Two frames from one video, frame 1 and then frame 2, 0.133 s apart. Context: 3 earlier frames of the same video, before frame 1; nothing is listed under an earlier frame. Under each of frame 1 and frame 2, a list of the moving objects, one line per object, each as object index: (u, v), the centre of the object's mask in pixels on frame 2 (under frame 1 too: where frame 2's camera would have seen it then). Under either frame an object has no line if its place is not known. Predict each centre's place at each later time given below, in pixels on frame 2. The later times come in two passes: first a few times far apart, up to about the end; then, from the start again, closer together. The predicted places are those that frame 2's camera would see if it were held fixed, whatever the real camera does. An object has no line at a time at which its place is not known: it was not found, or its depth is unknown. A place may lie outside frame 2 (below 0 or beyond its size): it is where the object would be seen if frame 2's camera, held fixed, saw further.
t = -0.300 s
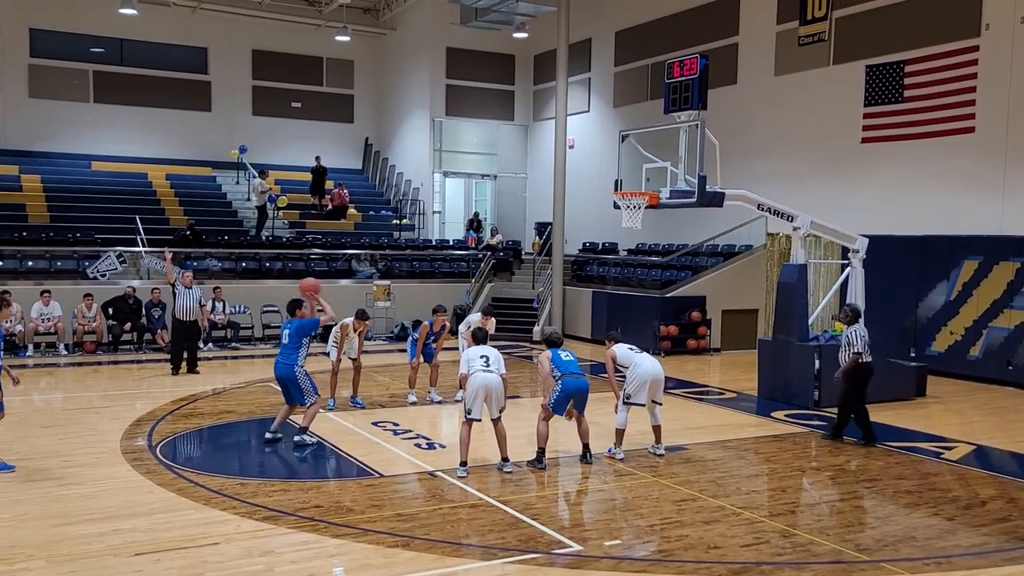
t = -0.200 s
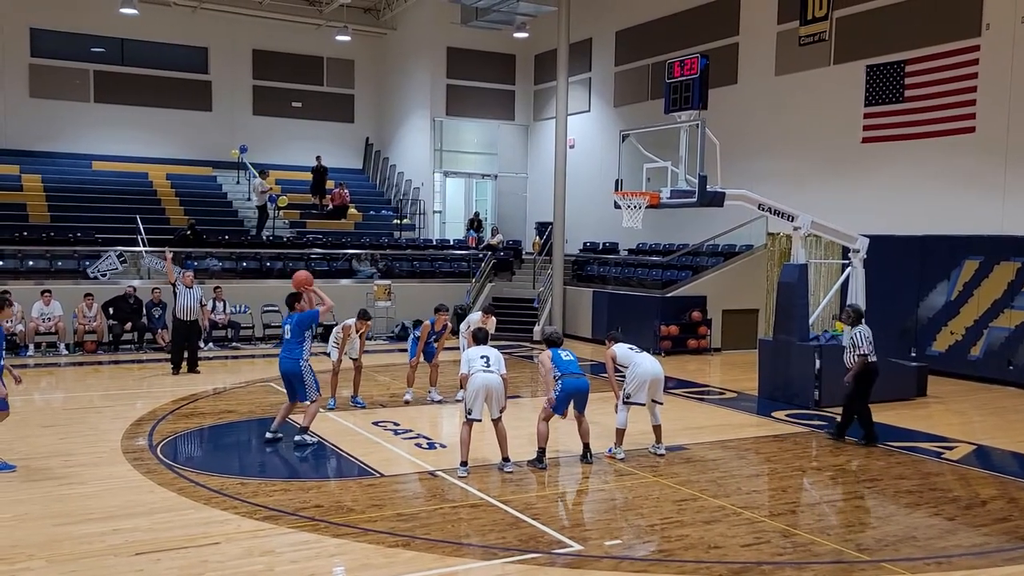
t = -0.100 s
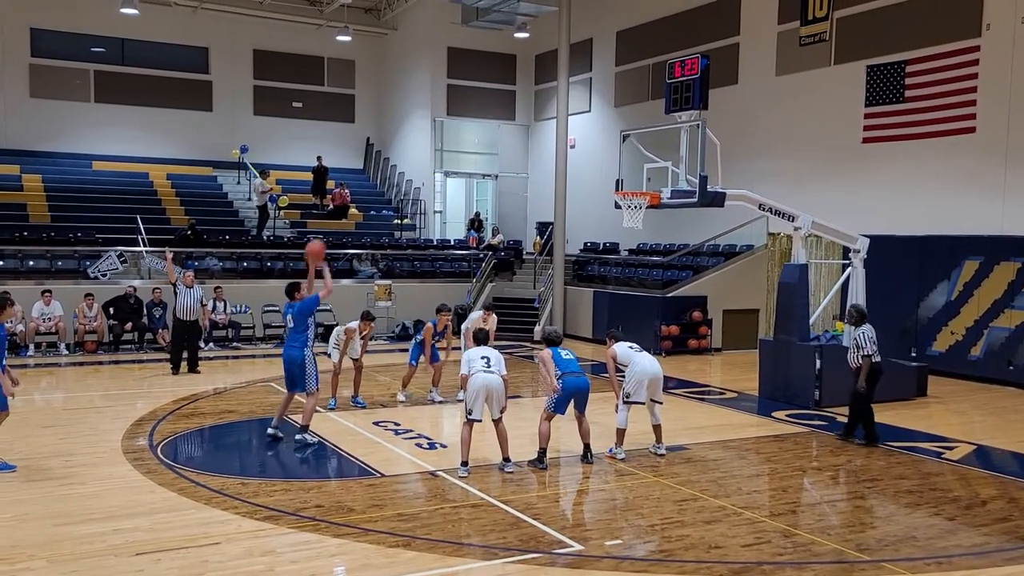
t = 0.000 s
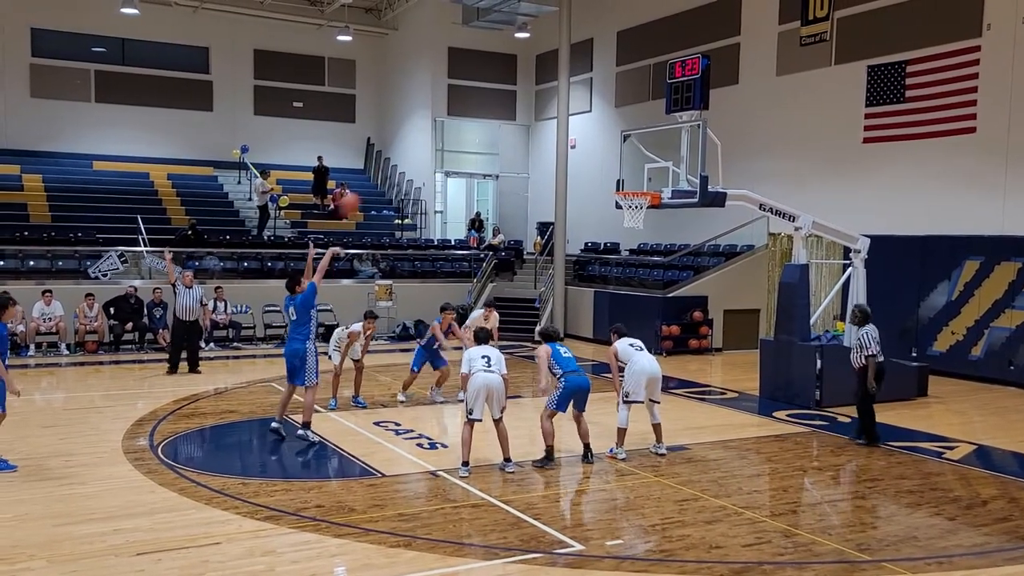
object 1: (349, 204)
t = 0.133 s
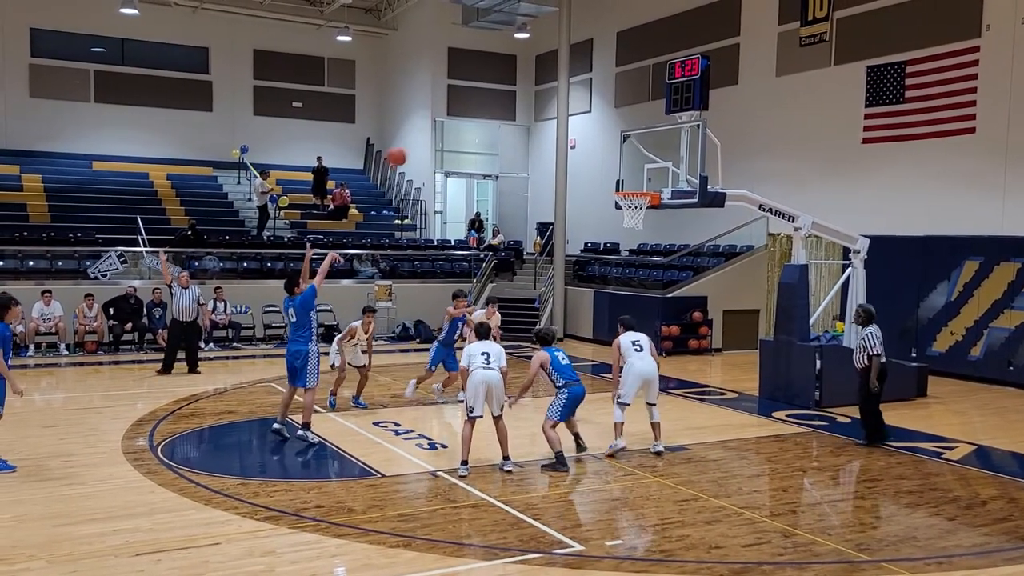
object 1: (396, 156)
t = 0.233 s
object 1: (431, 130)
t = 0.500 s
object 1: (513, 105)
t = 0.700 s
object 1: (568, 123)
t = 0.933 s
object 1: (628, 179)
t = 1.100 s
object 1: (627, 231)
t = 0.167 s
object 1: (408, 146)
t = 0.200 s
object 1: (419, 138)
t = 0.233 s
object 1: (431, 130)
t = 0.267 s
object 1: (441, 124)
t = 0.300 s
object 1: (452, 117)
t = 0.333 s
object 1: (463, 113)
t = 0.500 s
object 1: (513, 105)
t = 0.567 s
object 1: (532, 108)
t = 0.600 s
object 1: (541, 110)
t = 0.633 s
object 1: (551, 114)
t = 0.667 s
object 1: (560, 117)
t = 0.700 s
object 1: (568, 123)
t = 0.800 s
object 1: (596, 143)
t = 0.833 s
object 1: (604, 151)
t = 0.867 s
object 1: (612, 160)
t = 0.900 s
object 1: (621, 170)
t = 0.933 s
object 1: (628, 179)
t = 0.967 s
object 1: (635, 187)
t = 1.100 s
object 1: (627, 231)
